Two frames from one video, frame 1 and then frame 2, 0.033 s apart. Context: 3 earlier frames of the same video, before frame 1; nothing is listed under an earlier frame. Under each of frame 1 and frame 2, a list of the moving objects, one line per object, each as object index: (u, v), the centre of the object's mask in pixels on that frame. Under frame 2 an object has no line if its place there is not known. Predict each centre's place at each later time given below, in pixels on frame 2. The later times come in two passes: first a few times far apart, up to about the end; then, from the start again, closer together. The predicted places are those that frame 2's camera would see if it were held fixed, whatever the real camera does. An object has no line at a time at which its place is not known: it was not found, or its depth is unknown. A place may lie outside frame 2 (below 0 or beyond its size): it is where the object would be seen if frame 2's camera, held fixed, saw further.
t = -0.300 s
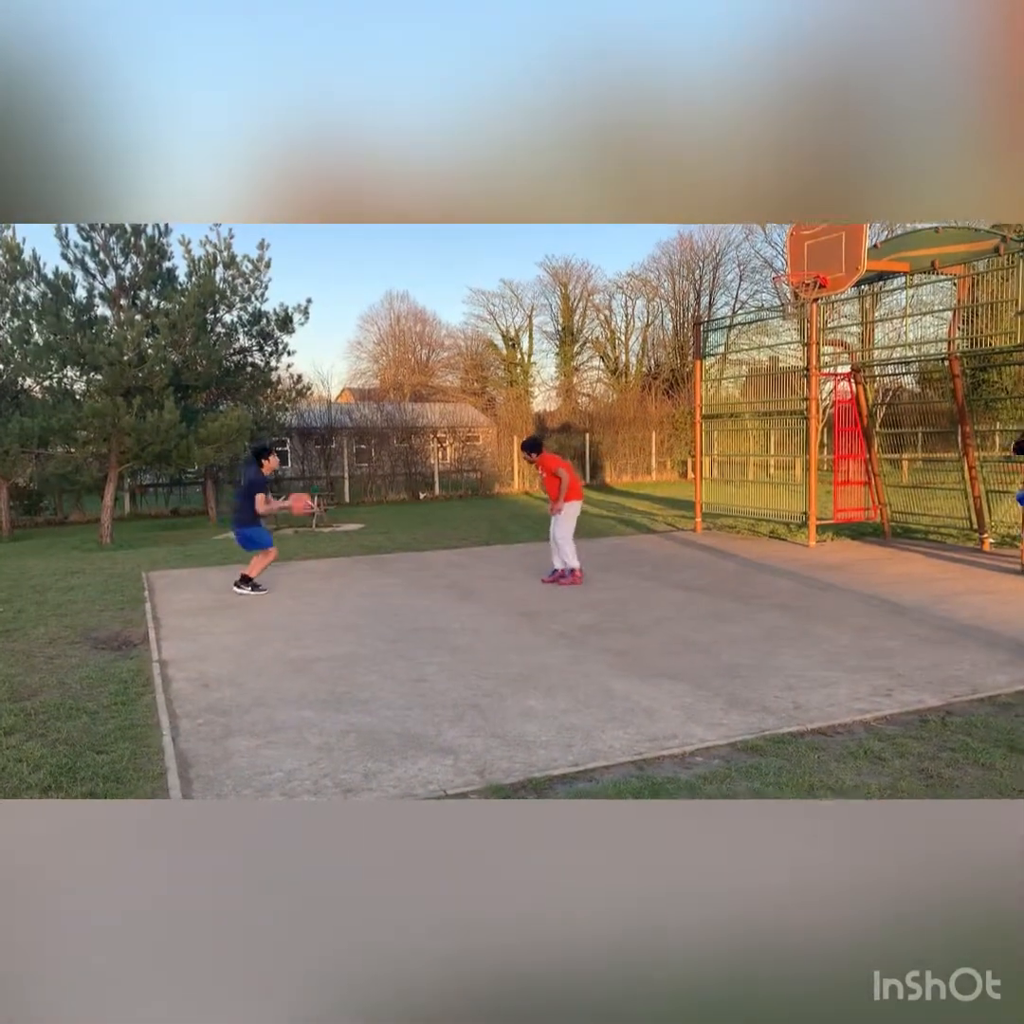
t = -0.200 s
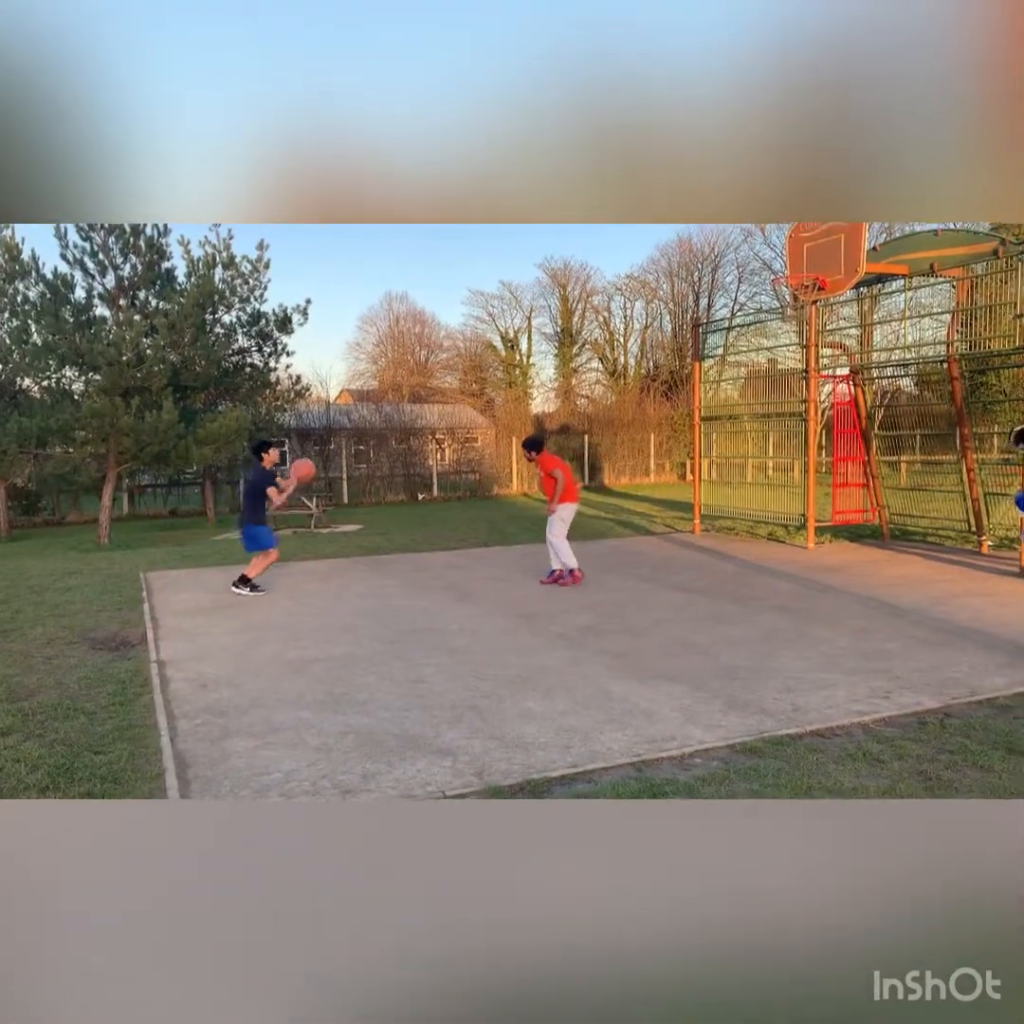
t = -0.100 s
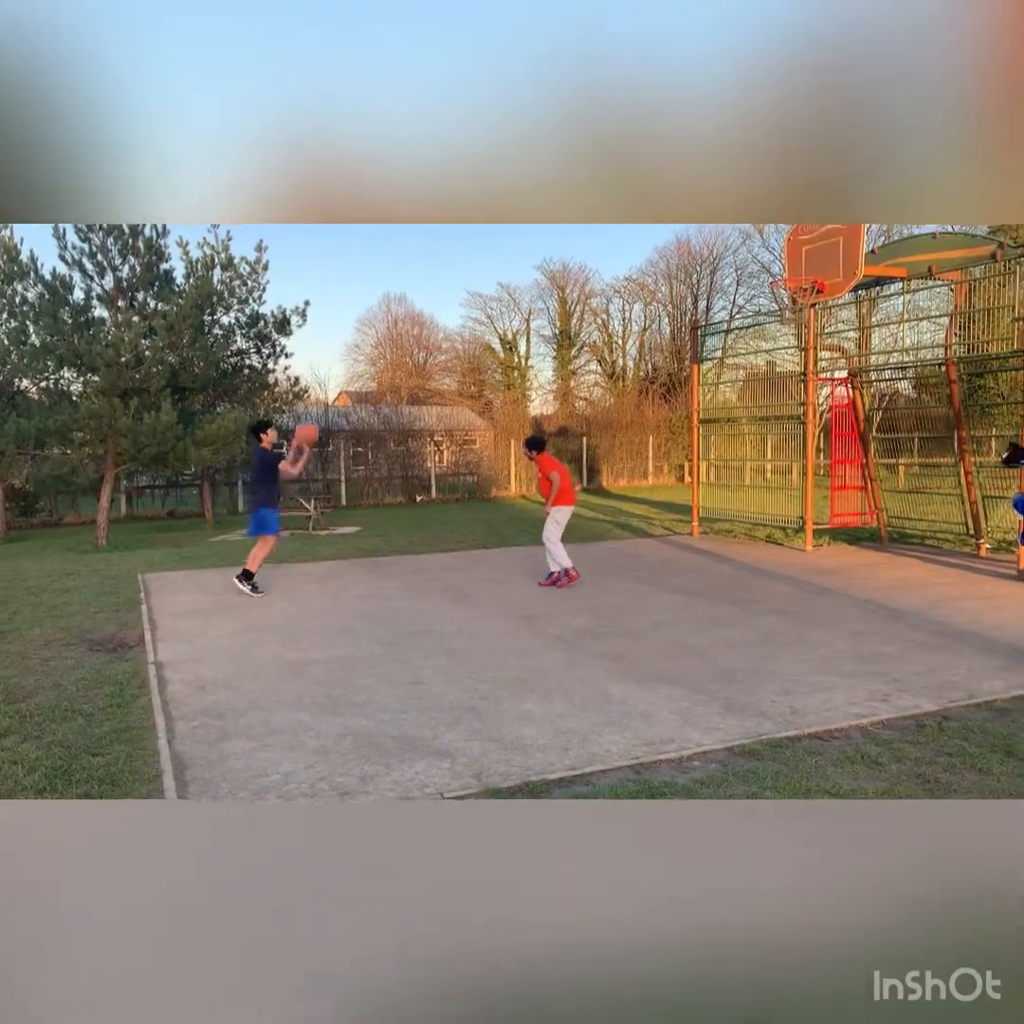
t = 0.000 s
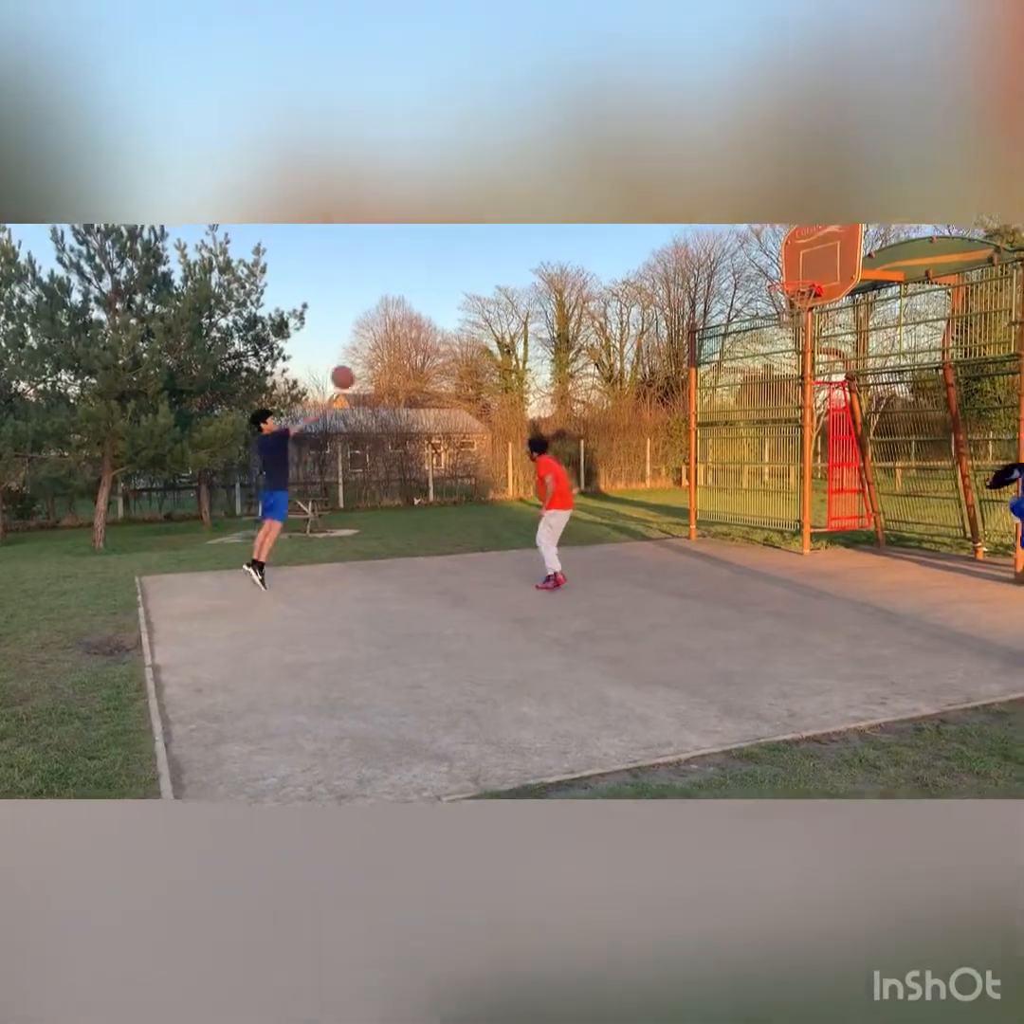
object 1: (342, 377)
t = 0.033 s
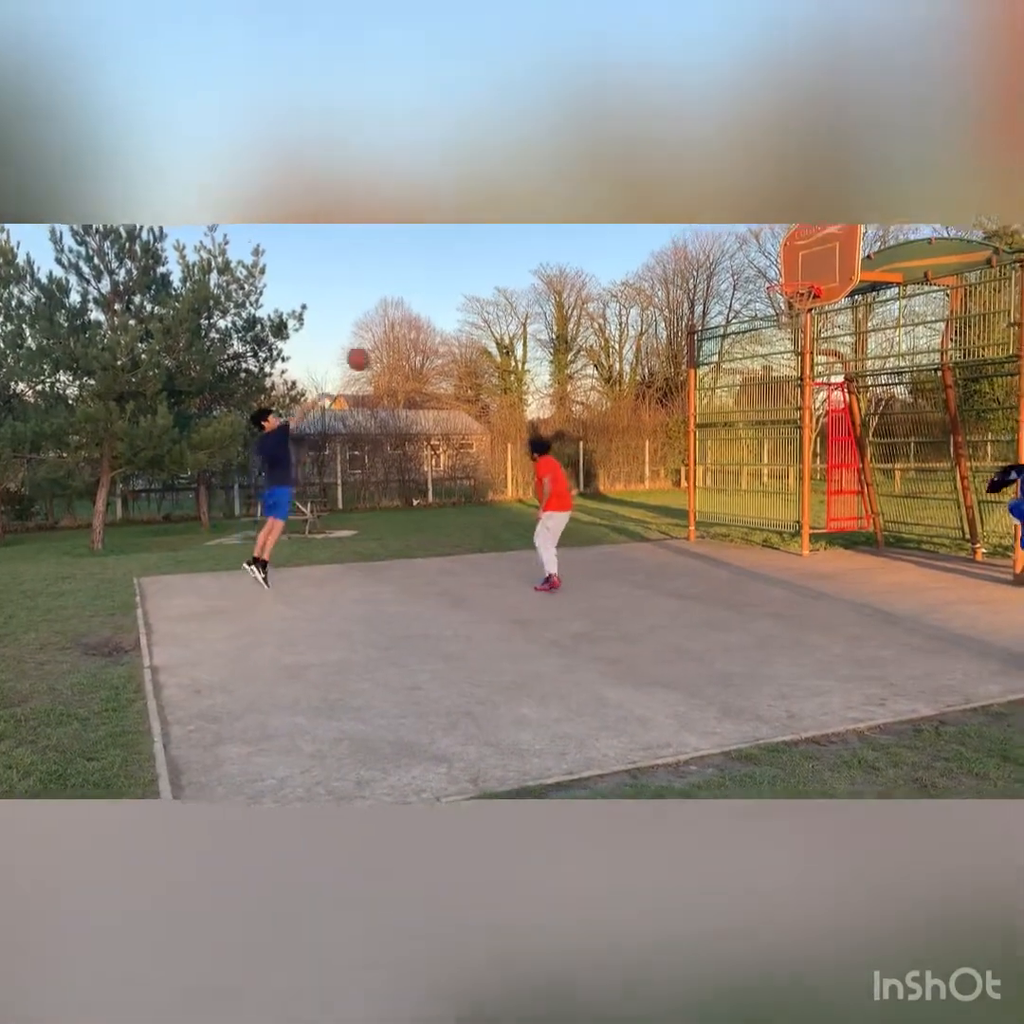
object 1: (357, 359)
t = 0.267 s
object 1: (478, 258)
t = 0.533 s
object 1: (608, 212)
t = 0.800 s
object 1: (728, 234)
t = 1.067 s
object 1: (772, 263)
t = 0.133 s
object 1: (410, 309)
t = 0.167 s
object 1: (427, 294)
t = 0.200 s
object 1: (444, 281)
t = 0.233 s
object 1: (461, 269)
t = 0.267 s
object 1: (478, 258)
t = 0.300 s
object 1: (495, 248)
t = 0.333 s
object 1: (511, 239)
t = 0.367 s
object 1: (528, 232)
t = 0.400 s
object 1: (544, 226)
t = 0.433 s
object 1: (560, 221)
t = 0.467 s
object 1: (577, 217)
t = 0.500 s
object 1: (593, 214)
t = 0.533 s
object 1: (608, 212)
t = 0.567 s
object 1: (624, 211)
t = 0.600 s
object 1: (639, 212)
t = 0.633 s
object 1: (655, 213)
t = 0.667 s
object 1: (670, 215)
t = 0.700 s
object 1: (684, 218)
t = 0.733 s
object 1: (699, 223)
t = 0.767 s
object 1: (713, 228)
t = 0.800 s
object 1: (728, 234)
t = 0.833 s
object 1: (742, 241)
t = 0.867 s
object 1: (756, 250)
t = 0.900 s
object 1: (770, 259)
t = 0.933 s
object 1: (784, 268)
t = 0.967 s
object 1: (791, 284)
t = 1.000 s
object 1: (789, 278)
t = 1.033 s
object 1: (779, 269)
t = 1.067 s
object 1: (772, 263)
